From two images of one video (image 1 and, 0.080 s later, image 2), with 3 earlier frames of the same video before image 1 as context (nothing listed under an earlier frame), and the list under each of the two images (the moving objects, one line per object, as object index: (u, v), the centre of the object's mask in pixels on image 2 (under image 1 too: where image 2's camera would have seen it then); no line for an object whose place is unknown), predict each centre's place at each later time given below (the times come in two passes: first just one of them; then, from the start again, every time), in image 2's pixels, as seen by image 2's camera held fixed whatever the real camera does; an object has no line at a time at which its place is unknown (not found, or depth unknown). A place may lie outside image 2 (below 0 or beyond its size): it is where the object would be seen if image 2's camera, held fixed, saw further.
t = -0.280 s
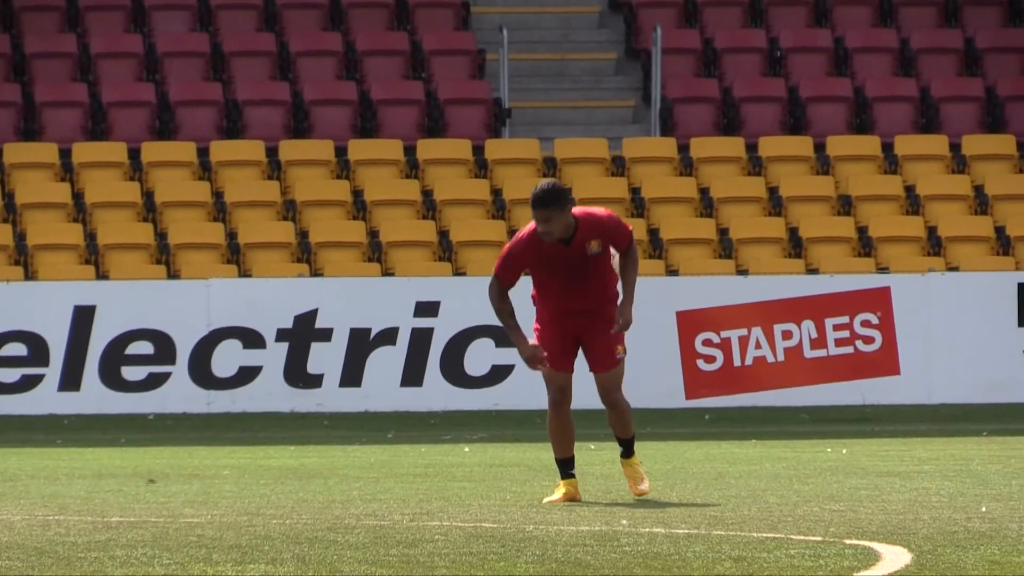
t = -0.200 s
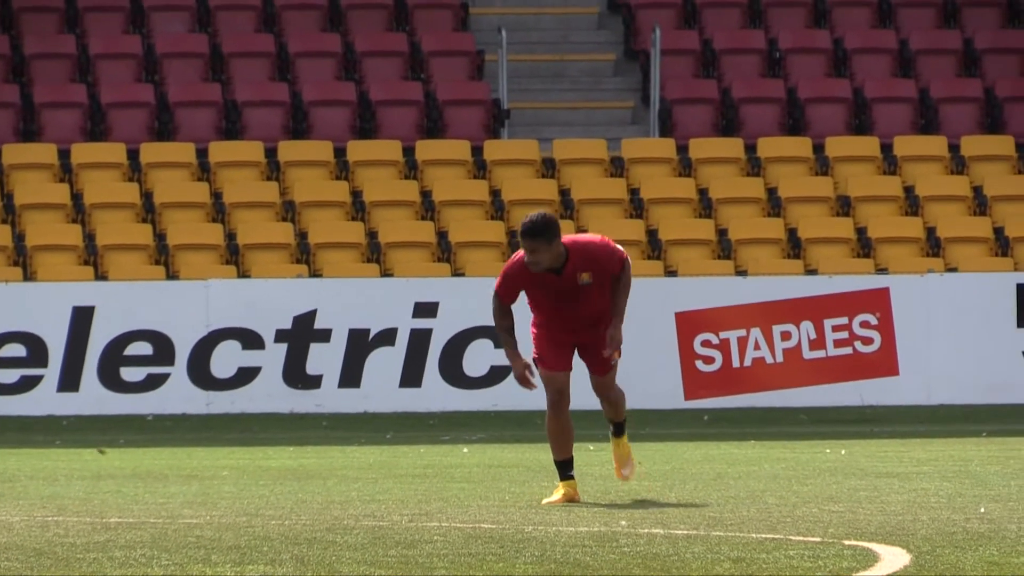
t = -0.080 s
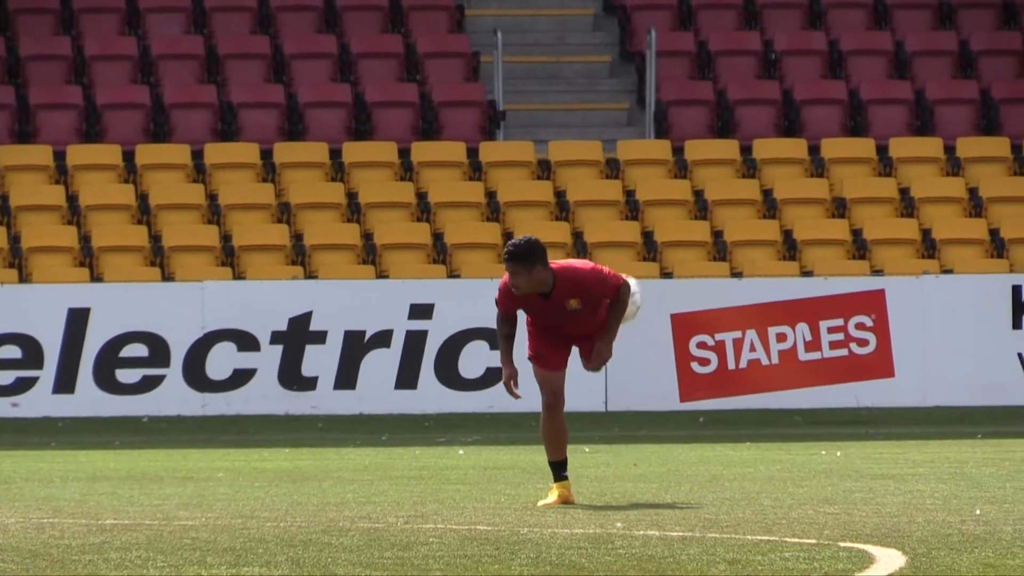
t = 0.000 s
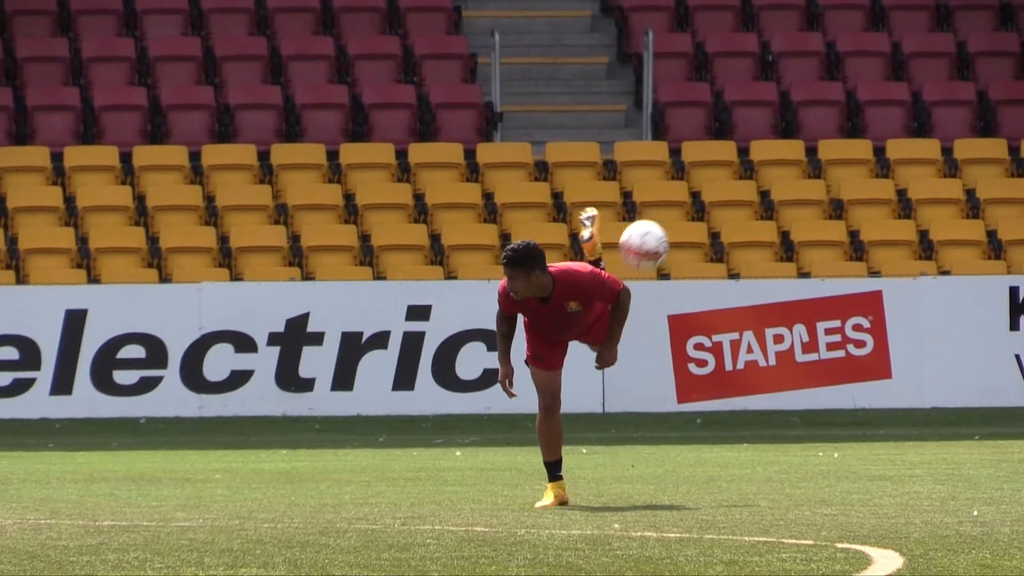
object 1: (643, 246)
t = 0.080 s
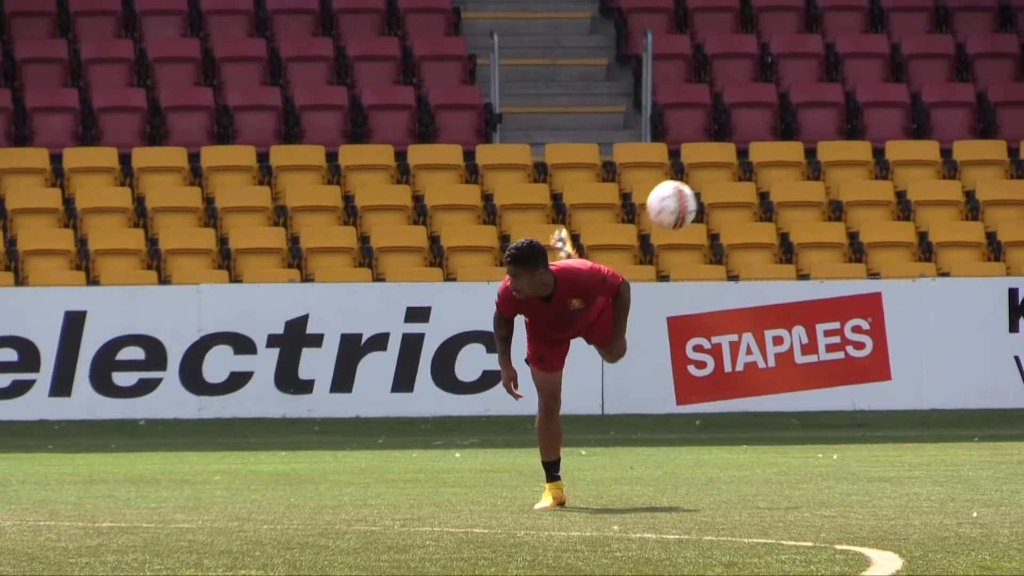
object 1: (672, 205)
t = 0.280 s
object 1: (746, 160)
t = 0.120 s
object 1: (686, 189)
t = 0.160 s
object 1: (701, 177)
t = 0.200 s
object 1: (716, 168)
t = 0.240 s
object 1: (731, 162)
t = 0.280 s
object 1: (746, 160)
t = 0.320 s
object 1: (760, 161)
